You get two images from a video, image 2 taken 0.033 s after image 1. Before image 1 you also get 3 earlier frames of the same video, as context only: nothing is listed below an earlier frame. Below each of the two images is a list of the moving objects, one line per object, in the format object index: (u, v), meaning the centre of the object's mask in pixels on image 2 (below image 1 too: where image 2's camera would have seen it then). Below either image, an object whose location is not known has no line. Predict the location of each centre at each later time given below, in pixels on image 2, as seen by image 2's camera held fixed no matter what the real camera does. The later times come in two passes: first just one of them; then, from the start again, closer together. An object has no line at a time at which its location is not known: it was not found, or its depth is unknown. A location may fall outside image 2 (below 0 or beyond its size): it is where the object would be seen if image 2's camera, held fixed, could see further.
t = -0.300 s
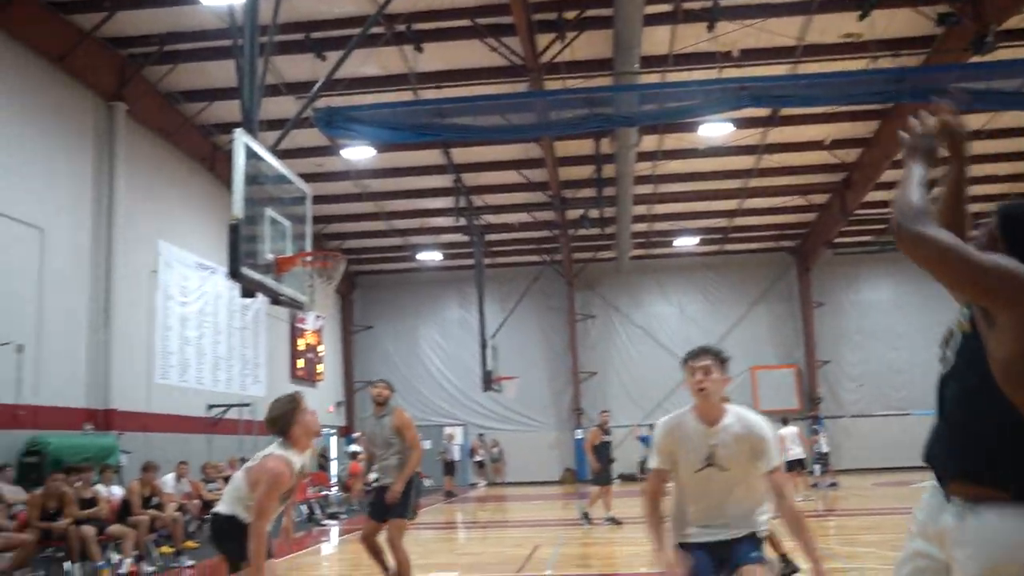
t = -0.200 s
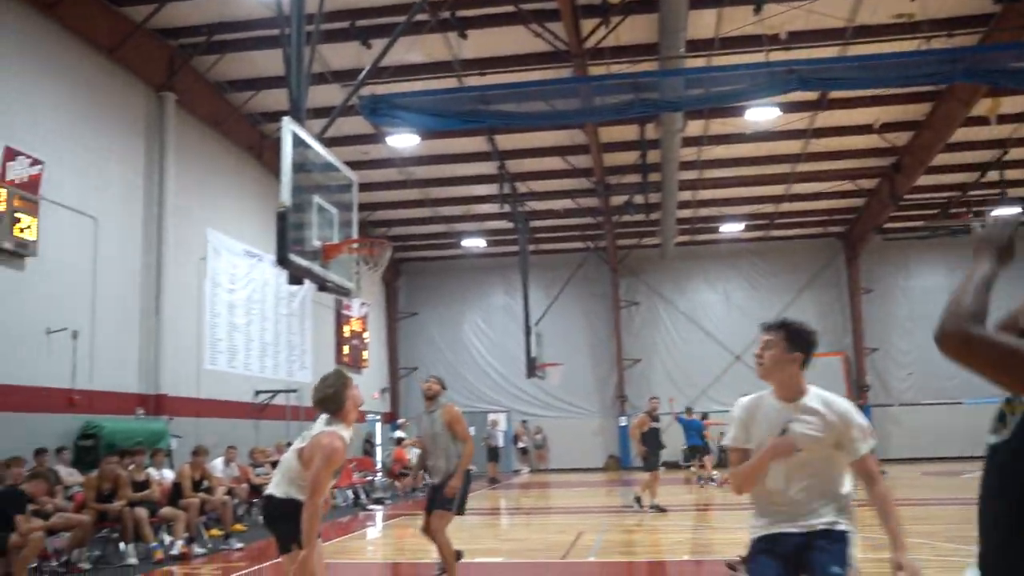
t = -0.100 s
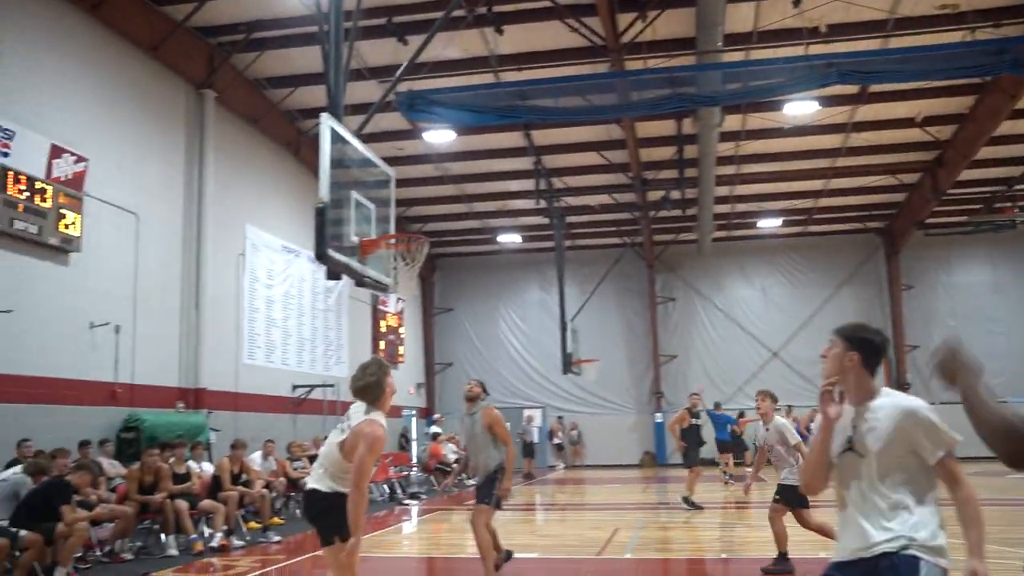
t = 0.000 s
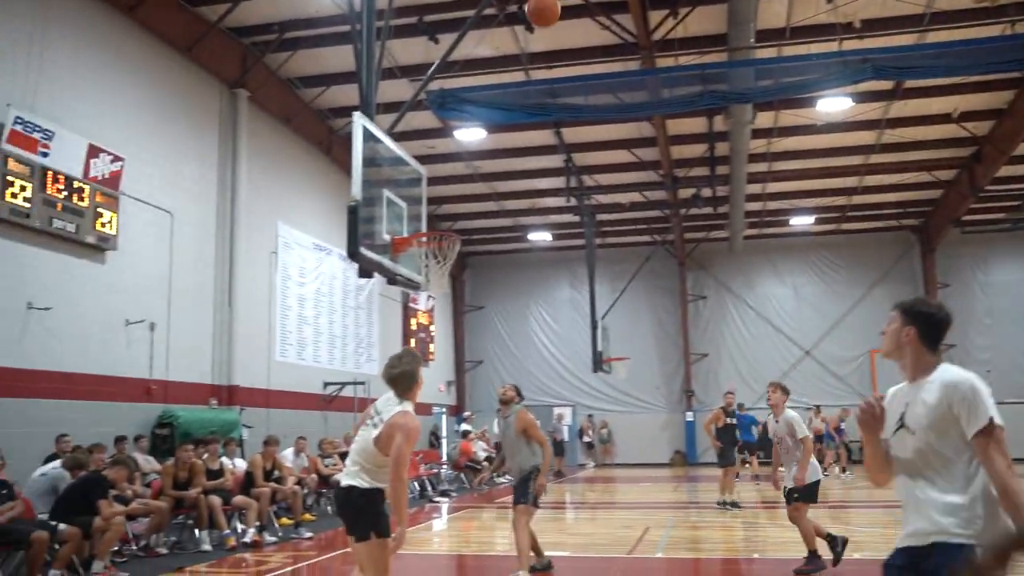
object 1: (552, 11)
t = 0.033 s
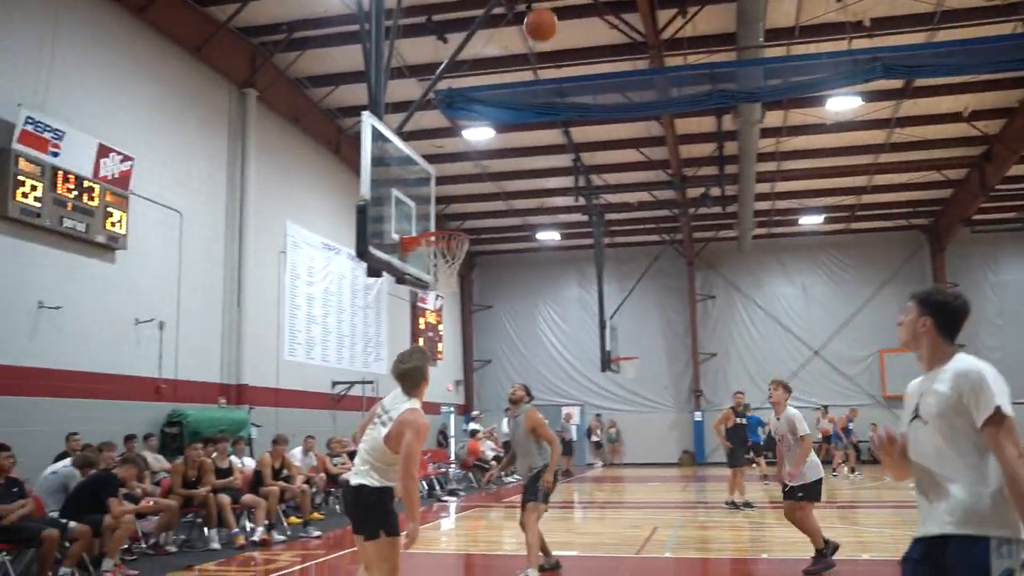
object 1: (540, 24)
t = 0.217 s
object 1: (491, 118)
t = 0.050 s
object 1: (535, 32)
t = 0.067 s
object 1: (530, 41)
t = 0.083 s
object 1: (525, 50)
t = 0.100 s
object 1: (520, 57)
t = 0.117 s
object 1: (516, 65)
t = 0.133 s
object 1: (511, 73)
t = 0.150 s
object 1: (506, 83)
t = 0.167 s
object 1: (502, 92)
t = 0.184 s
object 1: (498, 101)
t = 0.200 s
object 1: (495, 109)
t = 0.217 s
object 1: (491, 118)
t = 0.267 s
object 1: (483, 150)
